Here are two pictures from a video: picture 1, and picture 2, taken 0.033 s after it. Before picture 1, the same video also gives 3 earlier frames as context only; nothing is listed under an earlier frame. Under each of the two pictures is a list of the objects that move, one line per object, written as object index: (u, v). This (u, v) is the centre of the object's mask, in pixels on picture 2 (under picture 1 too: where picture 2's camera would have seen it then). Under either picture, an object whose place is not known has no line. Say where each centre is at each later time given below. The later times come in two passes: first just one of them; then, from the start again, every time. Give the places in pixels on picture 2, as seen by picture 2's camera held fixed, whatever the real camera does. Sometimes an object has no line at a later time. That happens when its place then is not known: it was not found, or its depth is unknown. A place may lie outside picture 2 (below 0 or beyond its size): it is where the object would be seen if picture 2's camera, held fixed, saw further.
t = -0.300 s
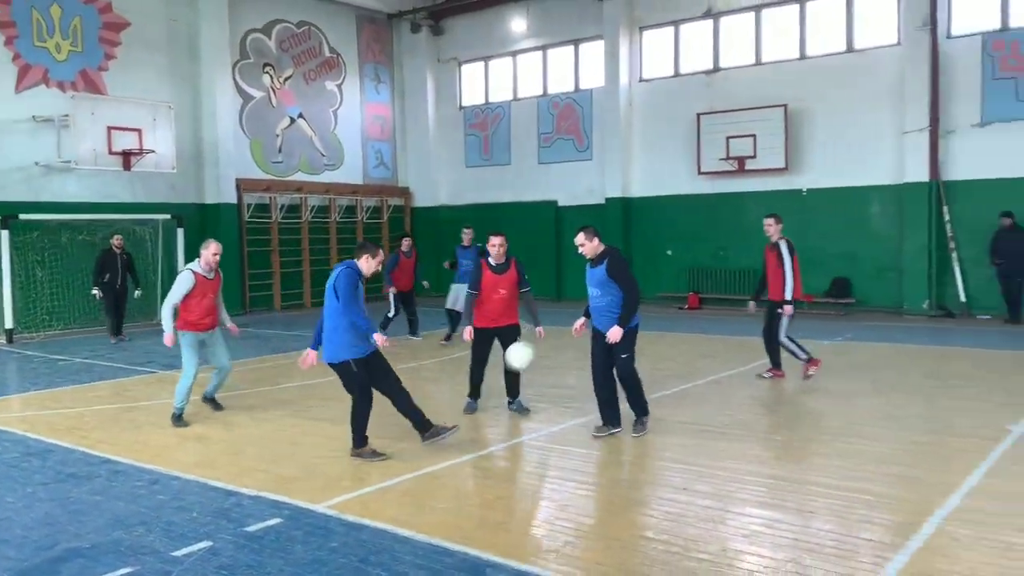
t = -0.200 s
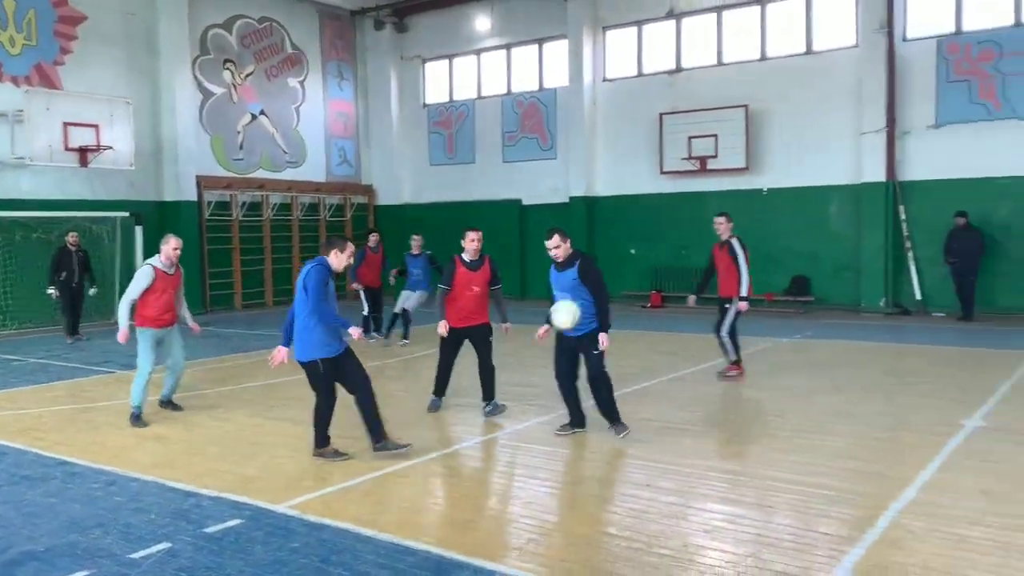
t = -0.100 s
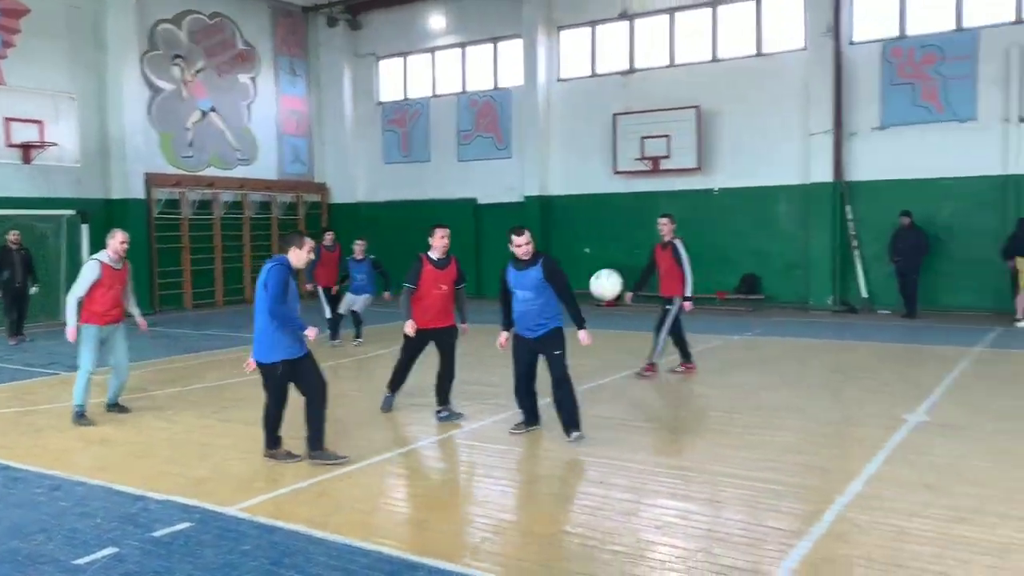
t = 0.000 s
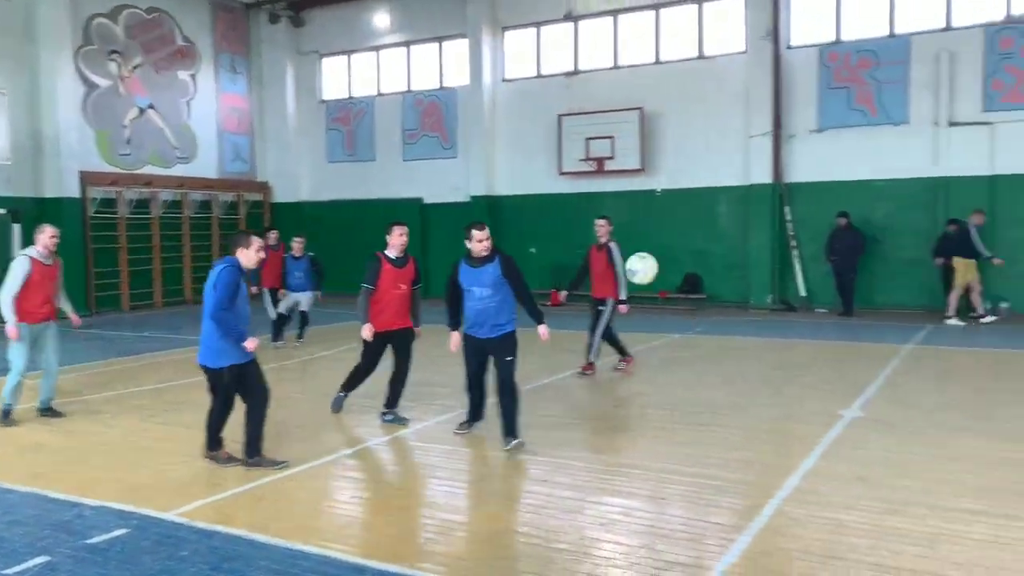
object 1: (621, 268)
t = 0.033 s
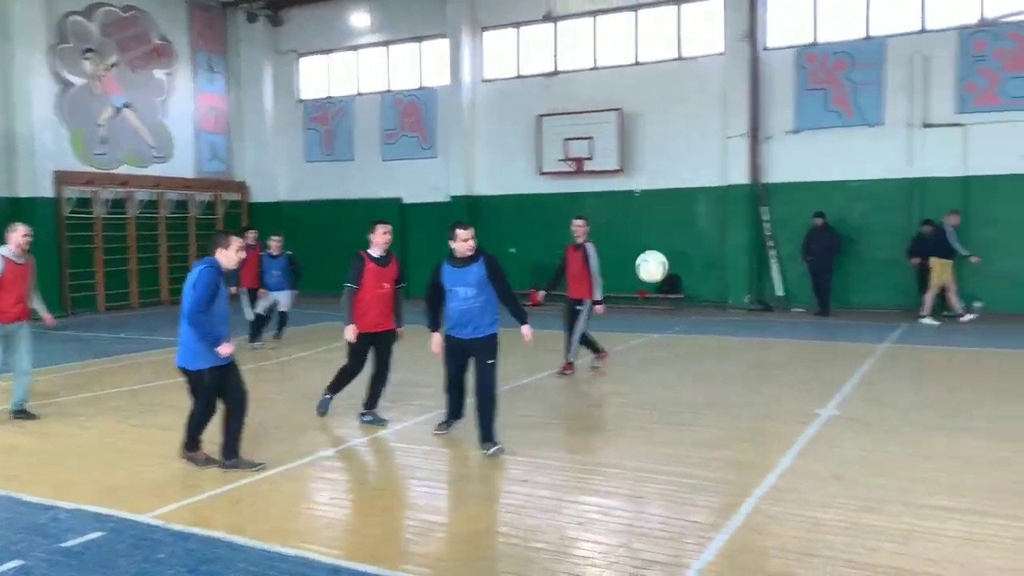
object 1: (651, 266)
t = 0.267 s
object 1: (881, 302)
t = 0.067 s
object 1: (683, 266)
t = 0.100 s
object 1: (714, 267)
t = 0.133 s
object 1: (747, 270)
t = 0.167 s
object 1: (780, 276)
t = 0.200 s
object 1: (813, 282)
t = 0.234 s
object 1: (847, 291)
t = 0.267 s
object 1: (881, 302)
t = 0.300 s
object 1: (918, 314)
